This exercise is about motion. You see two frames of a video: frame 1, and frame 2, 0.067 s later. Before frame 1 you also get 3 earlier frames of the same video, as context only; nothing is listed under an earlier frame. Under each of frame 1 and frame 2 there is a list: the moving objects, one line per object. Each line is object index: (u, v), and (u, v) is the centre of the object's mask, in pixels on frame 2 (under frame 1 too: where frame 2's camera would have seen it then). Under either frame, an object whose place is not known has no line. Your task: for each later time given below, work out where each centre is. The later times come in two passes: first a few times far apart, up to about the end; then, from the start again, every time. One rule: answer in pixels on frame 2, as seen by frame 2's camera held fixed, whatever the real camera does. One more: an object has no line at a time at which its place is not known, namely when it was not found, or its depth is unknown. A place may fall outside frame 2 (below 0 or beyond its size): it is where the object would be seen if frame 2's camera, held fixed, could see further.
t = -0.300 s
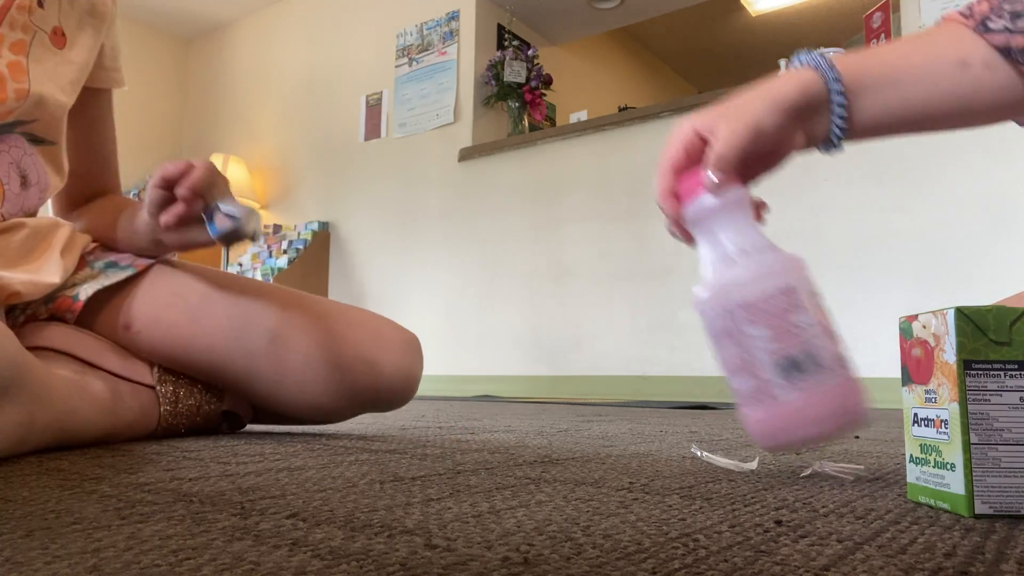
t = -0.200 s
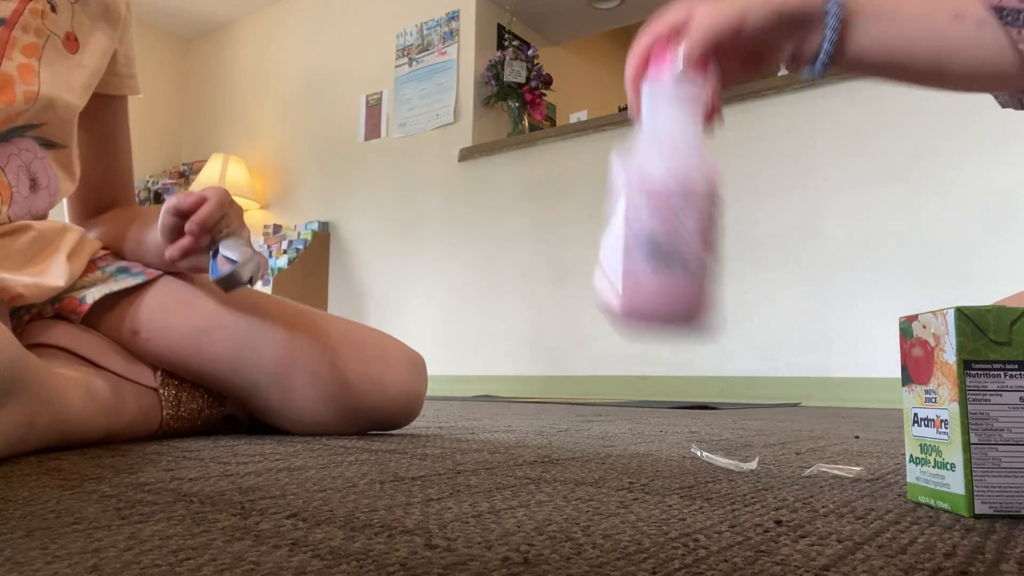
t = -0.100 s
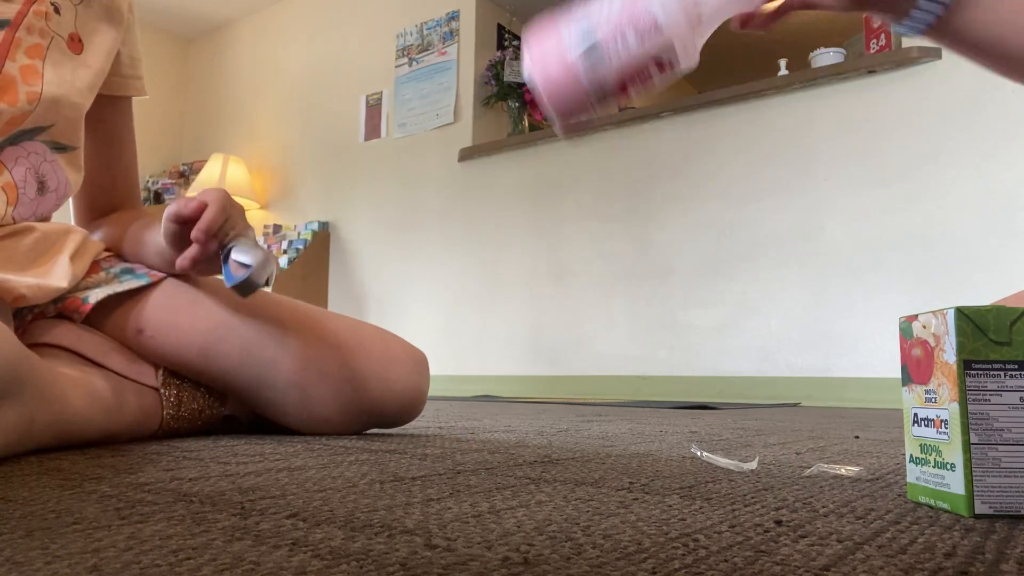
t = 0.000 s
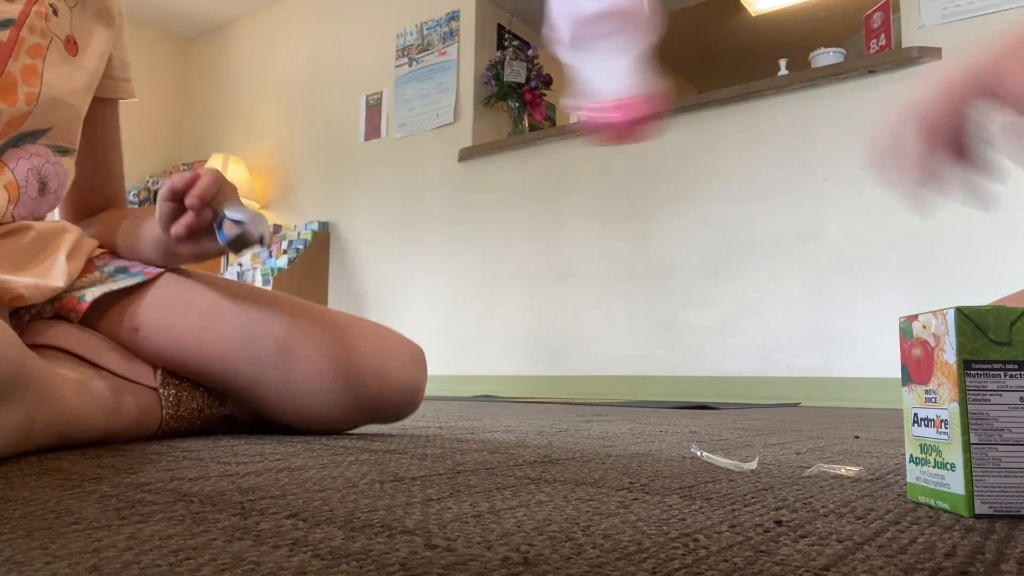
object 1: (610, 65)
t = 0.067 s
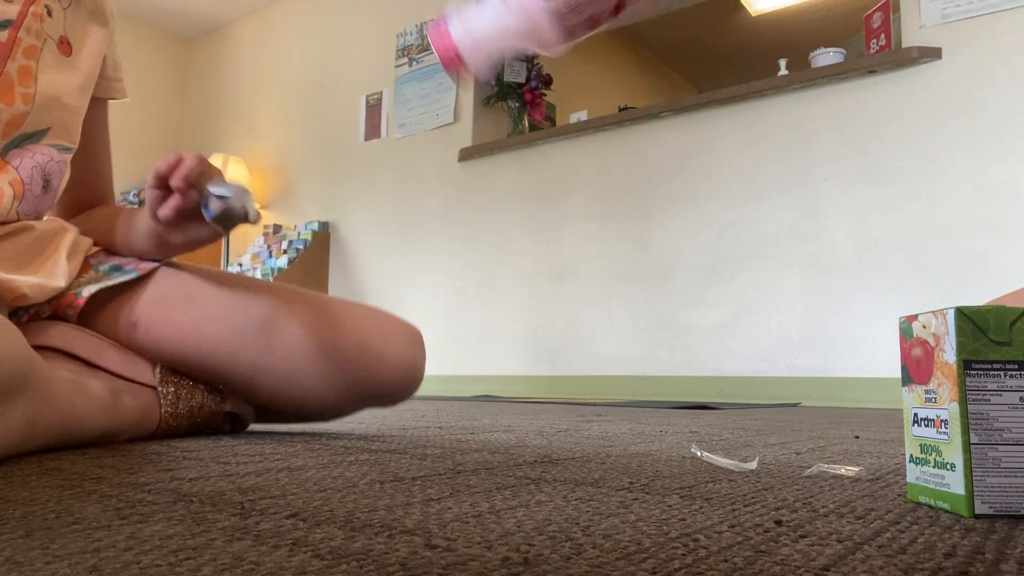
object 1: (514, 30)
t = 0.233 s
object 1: (605, 188)
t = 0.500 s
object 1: (736, 408)
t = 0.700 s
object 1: (734, 410)
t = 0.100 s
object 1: (573, 23)
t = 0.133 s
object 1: (607, 43)
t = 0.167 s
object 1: (599, 77)
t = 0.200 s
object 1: (597, 120)
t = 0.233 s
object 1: (605, 188)
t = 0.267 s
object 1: (611, 290)
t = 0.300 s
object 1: (627, 337)
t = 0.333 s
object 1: (641, 351)
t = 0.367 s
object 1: (664, 363)
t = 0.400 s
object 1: (691, 383)
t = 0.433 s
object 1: (719, 410)
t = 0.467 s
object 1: (733, 408)
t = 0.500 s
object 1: (736, 408)
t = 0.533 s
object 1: (735, 408)
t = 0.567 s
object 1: (730, 410)
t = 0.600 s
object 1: (728, 412)
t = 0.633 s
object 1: (728, 412)
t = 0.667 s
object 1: (730, 411)
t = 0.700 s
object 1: (734, 410)
